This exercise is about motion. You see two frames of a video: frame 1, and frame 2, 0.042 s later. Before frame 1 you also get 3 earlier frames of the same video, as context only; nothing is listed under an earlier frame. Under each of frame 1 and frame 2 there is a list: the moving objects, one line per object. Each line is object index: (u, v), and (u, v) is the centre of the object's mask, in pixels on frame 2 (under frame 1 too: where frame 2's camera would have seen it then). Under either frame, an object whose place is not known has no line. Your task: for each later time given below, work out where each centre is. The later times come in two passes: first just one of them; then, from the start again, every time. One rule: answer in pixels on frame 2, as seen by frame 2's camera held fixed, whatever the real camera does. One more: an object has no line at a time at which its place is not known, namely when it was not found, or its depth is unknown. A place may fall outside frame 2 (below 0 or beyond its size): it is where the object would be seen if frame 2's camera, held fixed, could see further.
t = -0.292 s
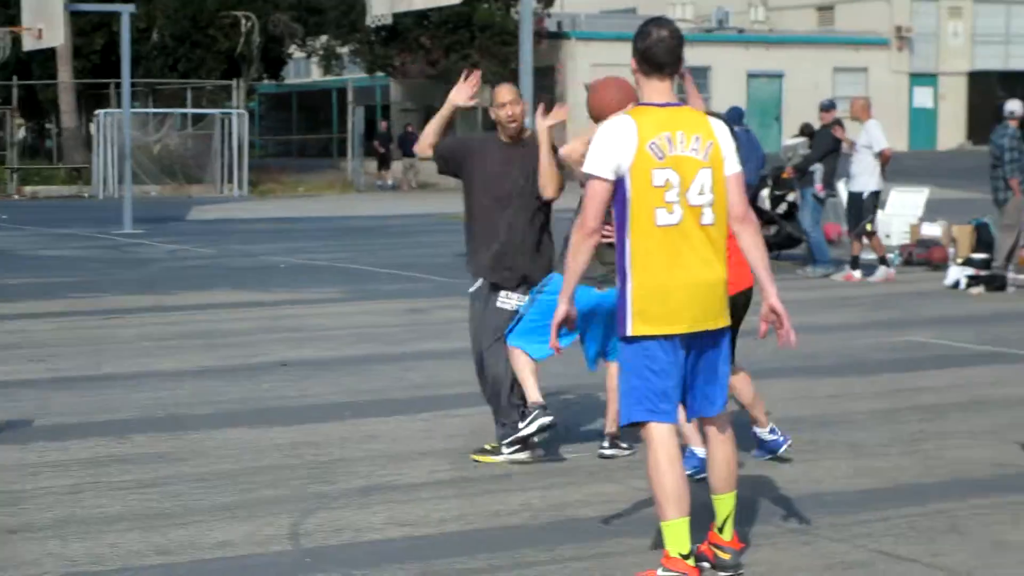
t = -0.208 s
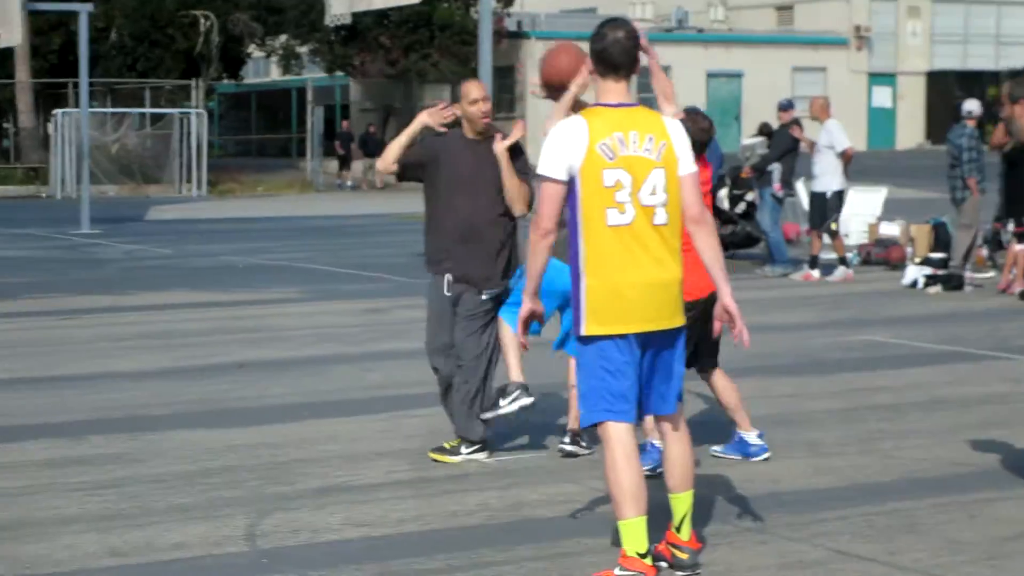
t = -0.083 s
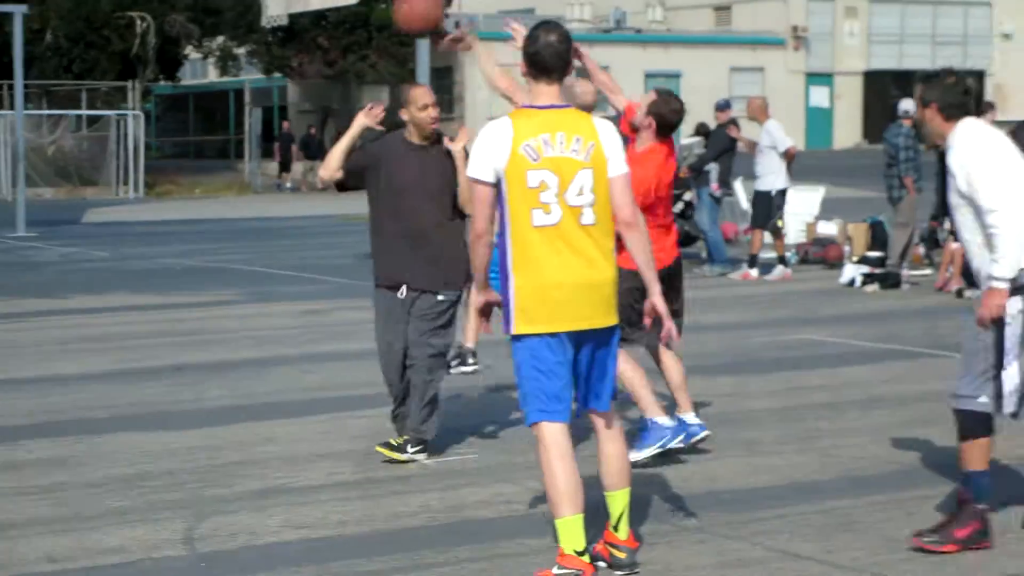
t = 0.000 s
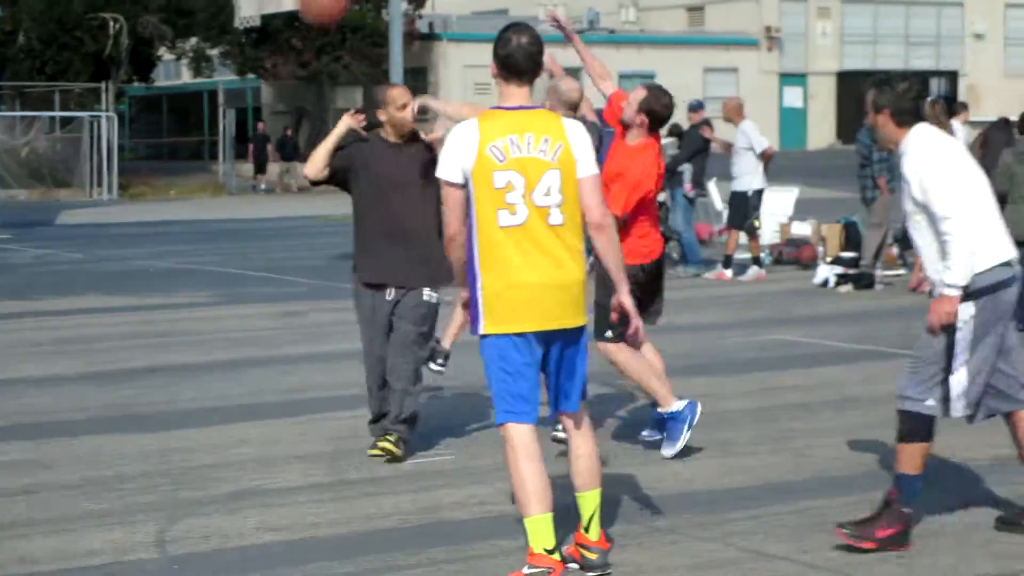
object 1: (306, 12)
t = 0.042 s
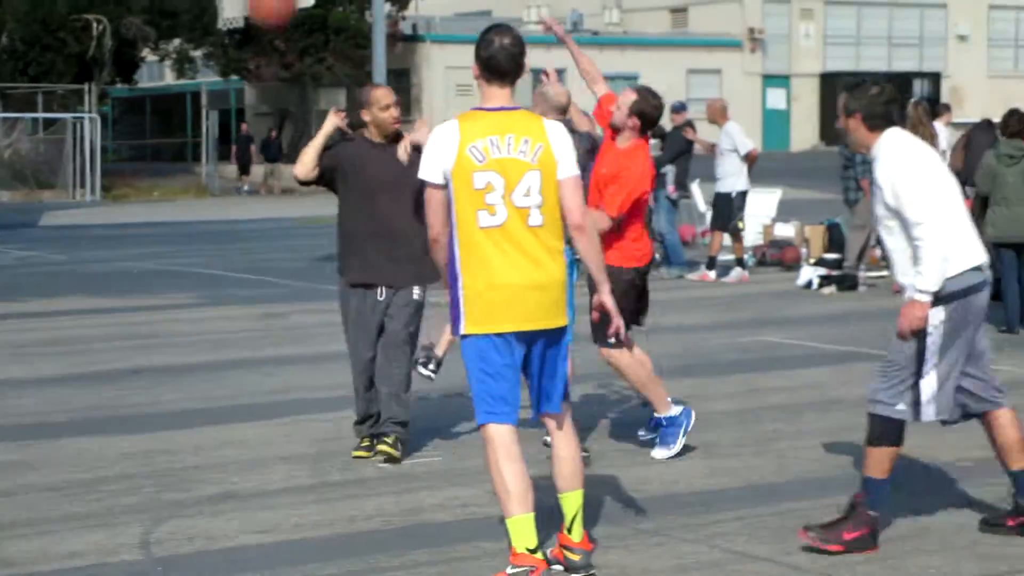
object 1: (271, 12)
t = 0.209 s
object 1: (135, 46)
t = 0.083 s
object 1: (236, 14)
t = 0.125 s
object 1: (202, 18)
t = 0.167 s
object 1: (169, 30)
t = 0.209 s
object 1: (135, 46)
